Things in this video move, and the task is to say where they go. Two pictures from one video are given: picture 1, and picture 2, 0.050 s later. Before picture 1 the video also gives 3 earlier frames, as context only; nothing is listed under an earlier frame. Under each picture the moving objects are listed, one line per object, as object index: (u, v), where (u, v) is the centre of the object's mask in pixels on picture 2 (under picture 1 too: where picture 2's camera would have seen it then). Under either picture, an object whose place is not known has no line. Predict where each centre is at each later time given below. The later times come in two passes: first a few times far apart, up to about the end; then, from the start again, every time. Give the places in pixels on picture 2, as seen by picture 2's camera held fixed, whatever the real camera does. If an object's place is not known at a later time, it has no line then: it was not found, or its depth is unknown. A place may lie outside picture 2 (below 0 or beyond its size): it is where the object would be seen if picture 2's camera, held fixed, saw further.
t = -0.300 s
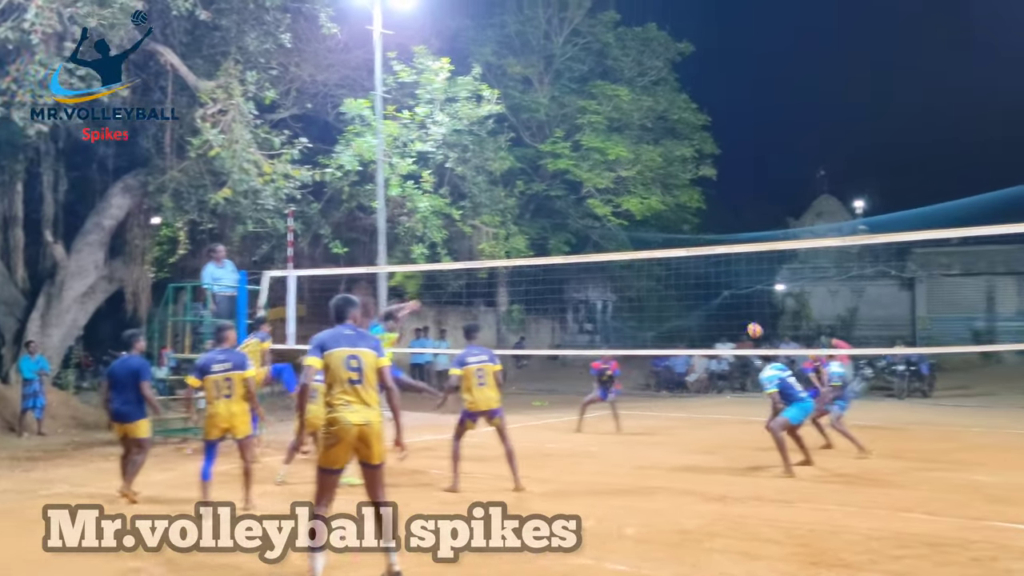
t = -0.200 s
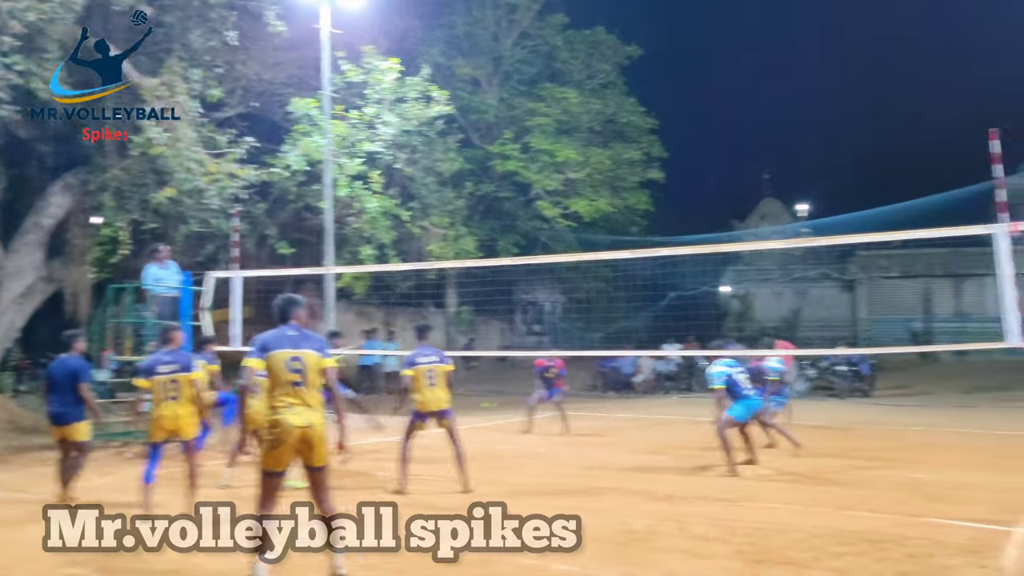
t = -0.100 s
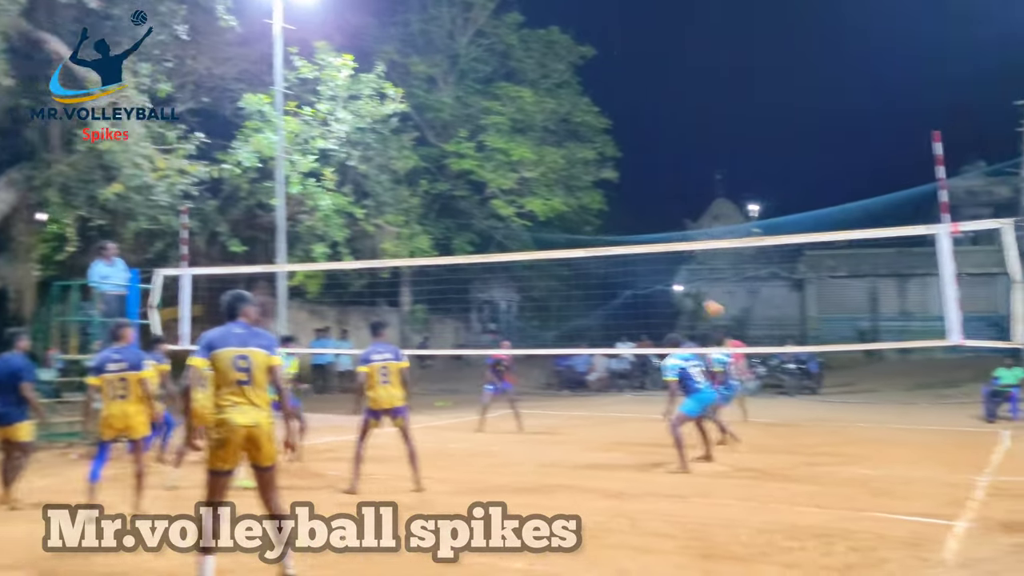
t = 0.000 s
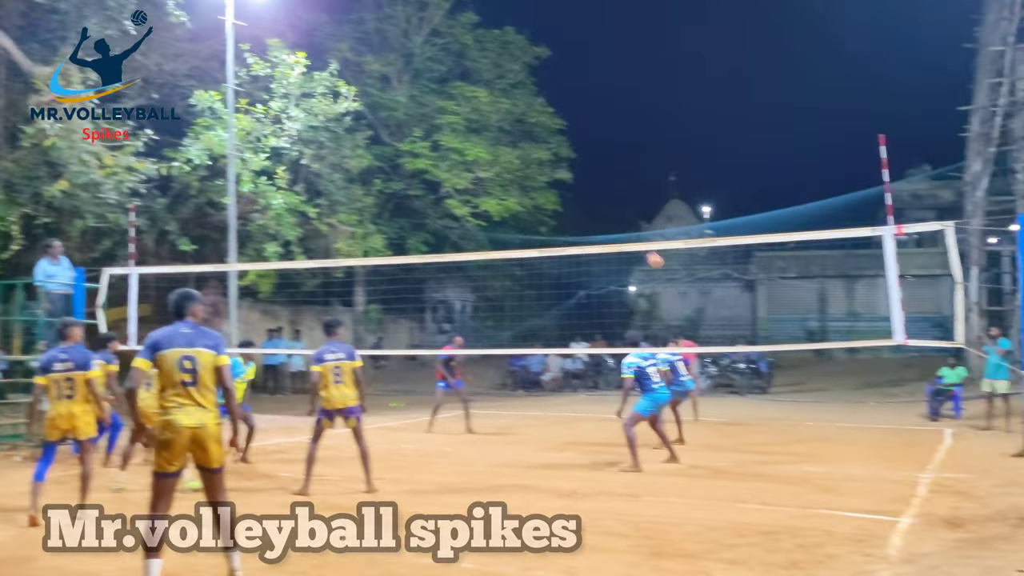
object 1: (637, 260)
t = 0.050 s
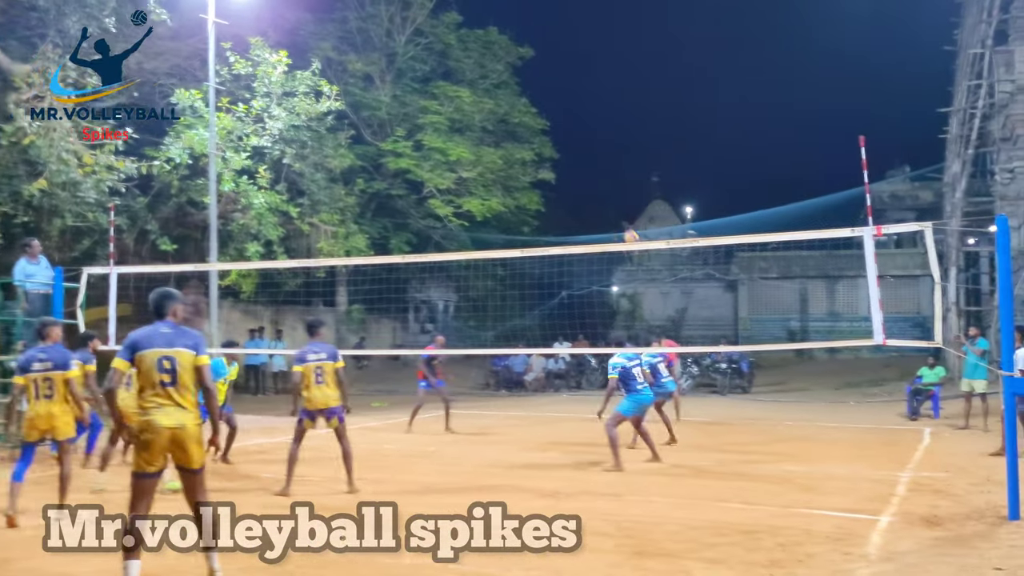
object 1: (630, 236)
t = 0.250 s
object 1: (607, 157)
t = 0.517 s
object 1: (575, 79)
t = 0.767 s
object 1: (539, 42)
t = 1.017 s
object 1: (498, 49)
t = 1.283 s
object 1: (443, 119)
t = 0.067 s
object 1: (629, 229)
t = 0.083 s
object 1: (627, 222)
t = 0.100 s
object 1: (625, 216)
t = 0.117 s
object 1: (623, 208)
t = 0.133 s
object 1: (621, 201)
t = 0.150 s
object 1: (619, 195)
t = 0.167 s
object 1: (617, 188)
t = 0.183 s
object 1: (615, 182)
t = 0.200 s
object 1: (613, 176)
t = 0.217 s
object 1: (611, 169)
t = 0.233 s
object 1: (609, 163)
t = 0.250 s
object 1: (607, 157)
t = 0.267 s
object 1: (605, 151)
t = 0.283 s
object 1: (603, 145)
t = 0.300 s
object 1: (601, 140)
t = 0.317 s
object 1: (598, 133)
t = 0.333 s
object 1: (597, 128)
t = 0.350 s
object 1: (595, 123)
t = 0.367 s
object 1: (593, 118)
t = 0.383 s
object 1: (591, 113)
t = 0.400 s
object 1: (590, 108)
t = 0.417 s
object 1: (587, 104)
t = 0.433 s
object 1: (585, 99)
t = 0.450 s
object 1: (584, 95)
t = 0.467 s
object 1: (581, 90)
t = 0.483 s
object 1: (579, 87)
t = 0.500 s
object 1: (577, 83)
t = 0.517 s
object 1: (575, 79)
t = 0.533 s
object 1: (572, 75)
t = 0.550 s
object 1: (570, 72)
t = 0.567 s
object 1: (568, 68)
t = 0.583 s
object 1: (566, 65)
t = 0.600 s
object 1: (563, 62)
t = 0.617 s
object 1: (561, 59)
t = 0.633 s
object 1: (559, 56)
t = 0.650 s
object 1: (557, 54)
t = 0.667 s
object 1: (554, 51)
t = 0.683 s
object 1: (552, 50)
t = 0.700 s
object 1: (550, 48)
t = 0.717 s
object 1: (547, 46)
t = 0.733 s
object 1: (545, 44)
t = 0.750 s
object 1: (542, 43)
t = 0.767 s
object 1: (539, 42)
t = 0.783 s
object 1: (537, 41)
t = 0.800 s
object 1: (534, 40)
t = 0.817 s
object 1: (532, 40)
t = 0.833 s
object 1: (529, 39)
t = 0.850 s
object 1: (527, 39)
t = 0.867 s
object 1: (524, 39)
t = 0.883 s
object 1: (521, 39)
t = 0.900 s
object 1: (518, 40)
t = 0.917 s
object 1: (515, 41)
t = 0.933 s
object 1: (513, 42)
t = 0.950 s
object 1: (510, 42)
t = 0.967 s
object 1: (507, 44)
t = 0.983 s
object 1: (504, 45)
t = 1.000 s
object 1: (501, 47)
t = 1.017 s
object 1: (498, 49)
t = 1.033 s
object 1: (495, 51)
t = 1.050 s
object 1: (492, 54)
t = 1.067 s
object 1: (488, 57)
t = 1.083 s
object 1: (485, 60)
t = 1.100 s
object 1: (482, 63)
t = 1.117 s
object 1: (479, 67)
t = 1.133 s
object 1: (476, 71)
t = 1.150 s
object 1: (472, 75)
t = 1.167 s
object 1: (469, 80)
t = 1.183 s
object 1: (465, 84)
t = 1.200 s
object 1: (461, 88)
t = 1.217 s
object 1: (458, 94)
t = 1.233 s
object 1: (454, 100)
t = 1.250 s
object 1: (451, 107)
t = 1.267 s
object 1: (447, 112)
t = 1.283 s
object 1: (443, 119)
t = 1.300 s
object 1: (439, 125)
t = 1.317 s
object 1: (436, 132)
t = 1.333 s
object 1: (432, 140)
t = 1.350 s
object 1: (428, 148)
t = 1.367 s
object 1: (424, 157)
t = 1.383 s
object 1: (420, 165)
